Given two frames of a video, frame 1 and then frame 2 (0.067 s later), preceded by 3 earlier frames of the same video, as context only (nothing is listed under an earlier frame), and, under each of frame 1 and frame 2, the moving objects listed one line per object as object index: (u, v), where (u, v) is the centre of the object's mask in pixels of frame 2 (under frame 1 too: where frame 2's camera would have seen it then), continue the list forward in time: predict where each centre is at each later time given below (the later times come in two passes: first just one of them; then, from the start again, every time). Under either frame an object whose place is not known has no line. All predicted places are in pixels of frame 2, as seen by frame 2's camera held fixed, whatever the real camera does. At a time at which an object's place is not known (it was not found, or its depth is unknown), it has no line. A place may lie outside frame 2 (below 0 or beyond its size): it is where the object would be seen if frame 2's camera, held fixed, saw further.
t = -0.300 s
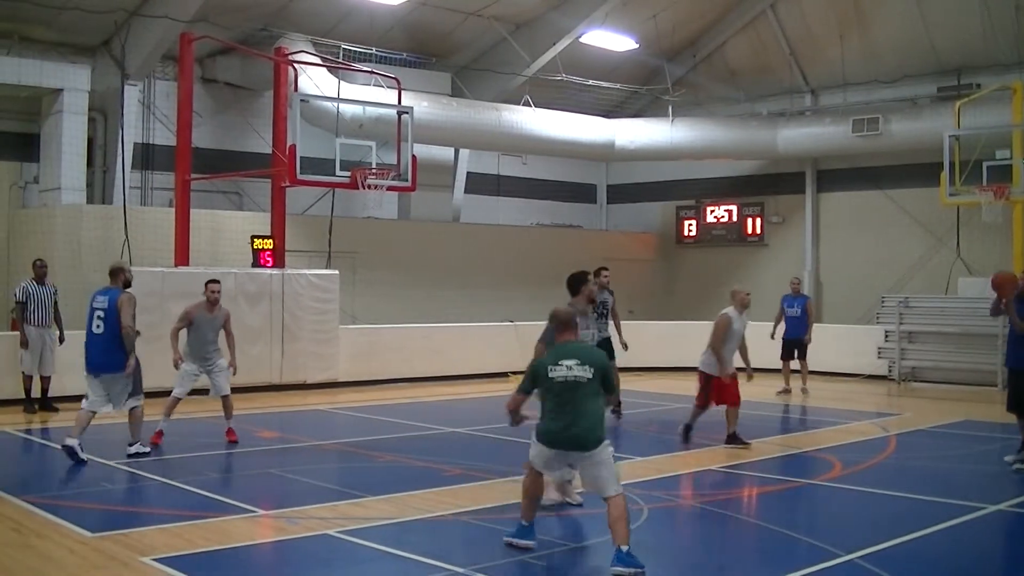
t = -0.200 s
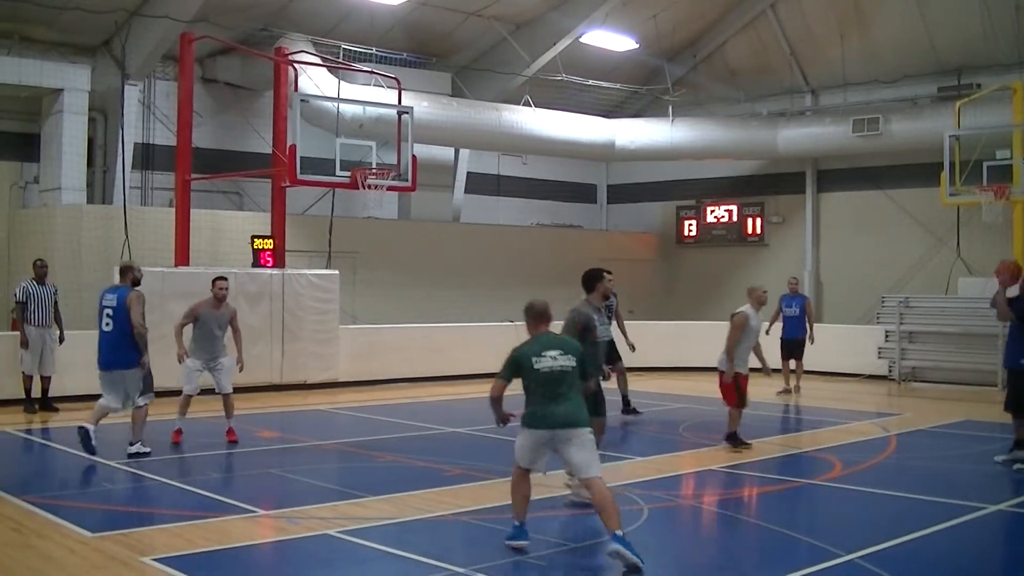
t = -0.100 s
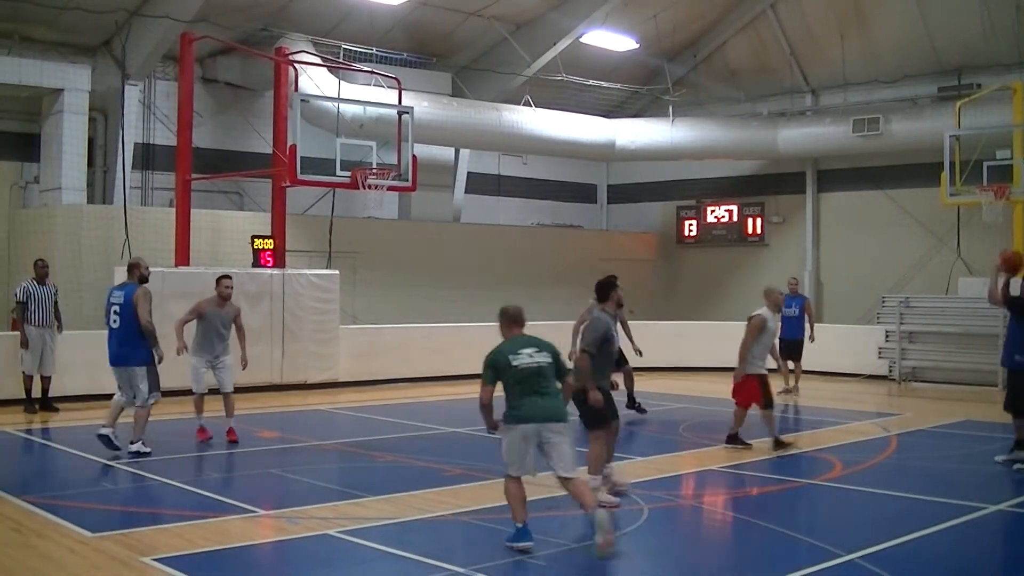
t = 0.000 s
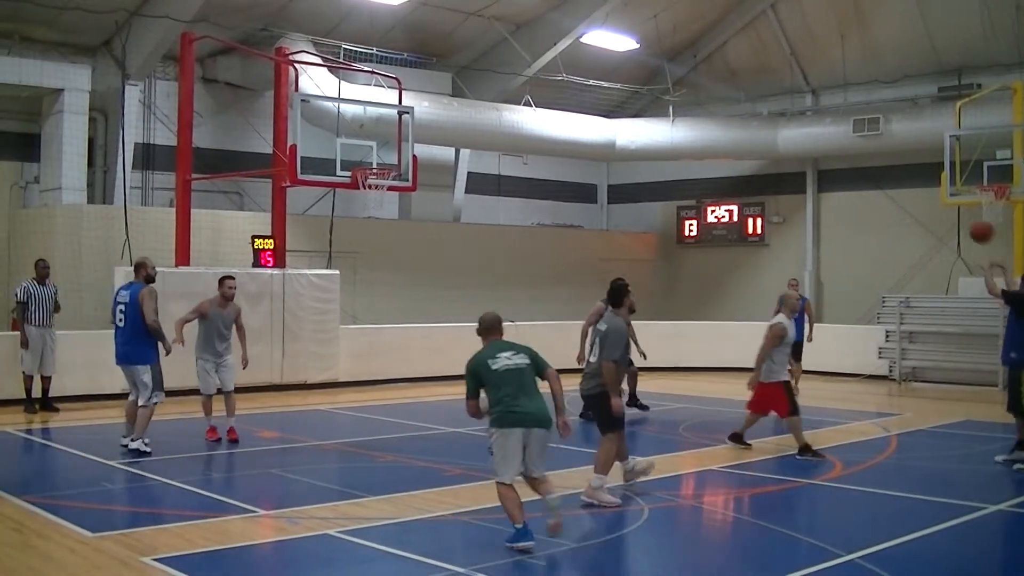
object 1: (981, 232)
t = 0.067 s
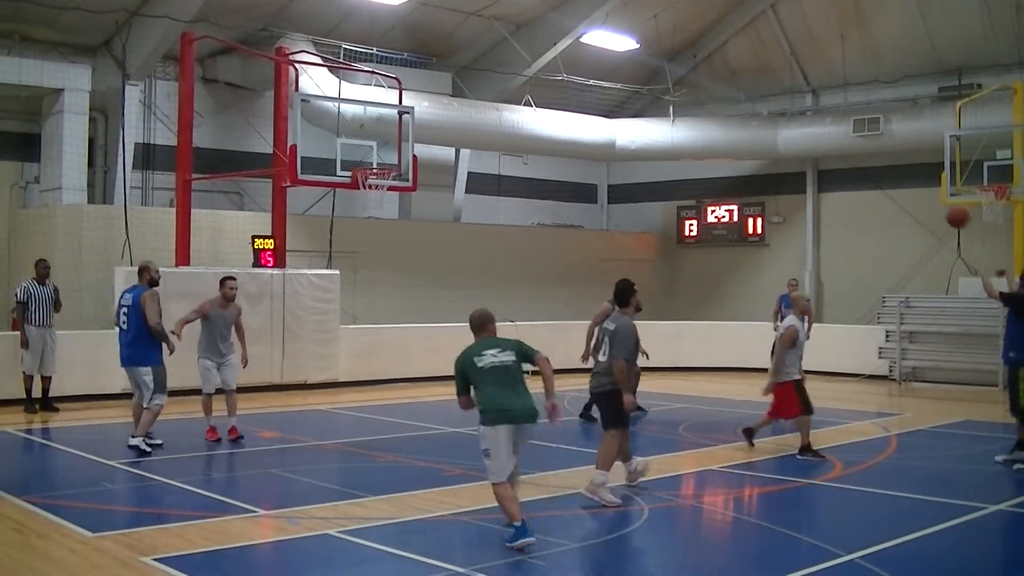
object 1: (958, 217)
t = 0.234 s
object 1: (906, 201)
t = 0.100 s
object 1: (945, 212)
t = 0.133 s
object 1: (935, 207)
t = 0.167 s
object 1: (925, 204)
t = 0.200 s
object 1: (915, 202)
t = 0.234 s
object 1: (906, 201)
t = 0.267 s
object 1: (897, 201)
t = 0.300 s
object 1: (888, 201)
